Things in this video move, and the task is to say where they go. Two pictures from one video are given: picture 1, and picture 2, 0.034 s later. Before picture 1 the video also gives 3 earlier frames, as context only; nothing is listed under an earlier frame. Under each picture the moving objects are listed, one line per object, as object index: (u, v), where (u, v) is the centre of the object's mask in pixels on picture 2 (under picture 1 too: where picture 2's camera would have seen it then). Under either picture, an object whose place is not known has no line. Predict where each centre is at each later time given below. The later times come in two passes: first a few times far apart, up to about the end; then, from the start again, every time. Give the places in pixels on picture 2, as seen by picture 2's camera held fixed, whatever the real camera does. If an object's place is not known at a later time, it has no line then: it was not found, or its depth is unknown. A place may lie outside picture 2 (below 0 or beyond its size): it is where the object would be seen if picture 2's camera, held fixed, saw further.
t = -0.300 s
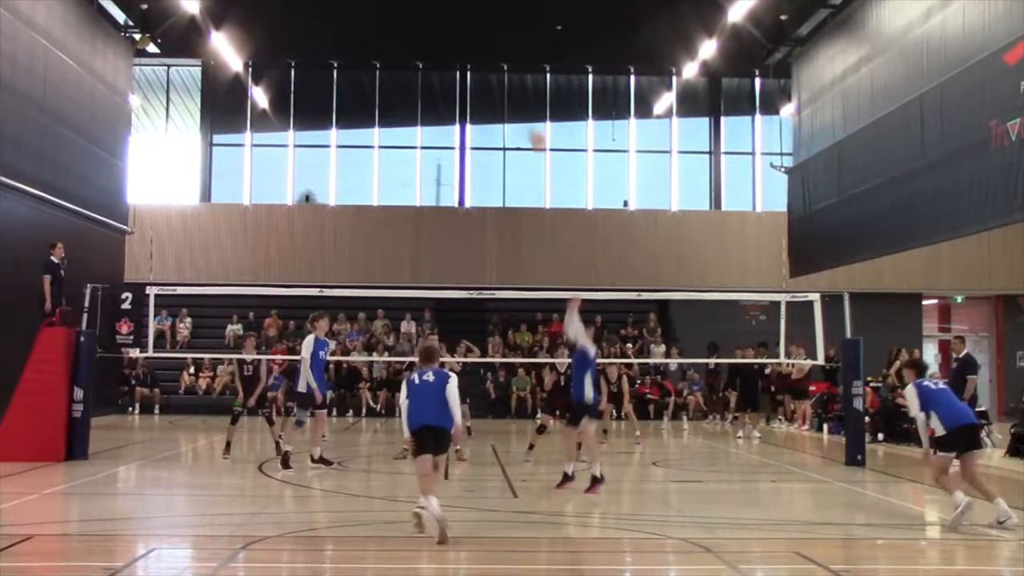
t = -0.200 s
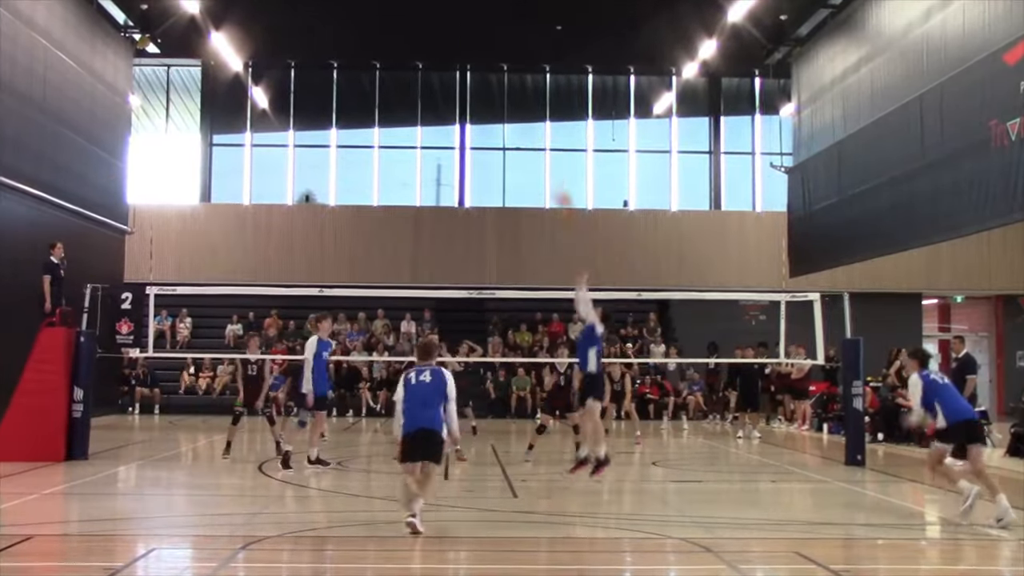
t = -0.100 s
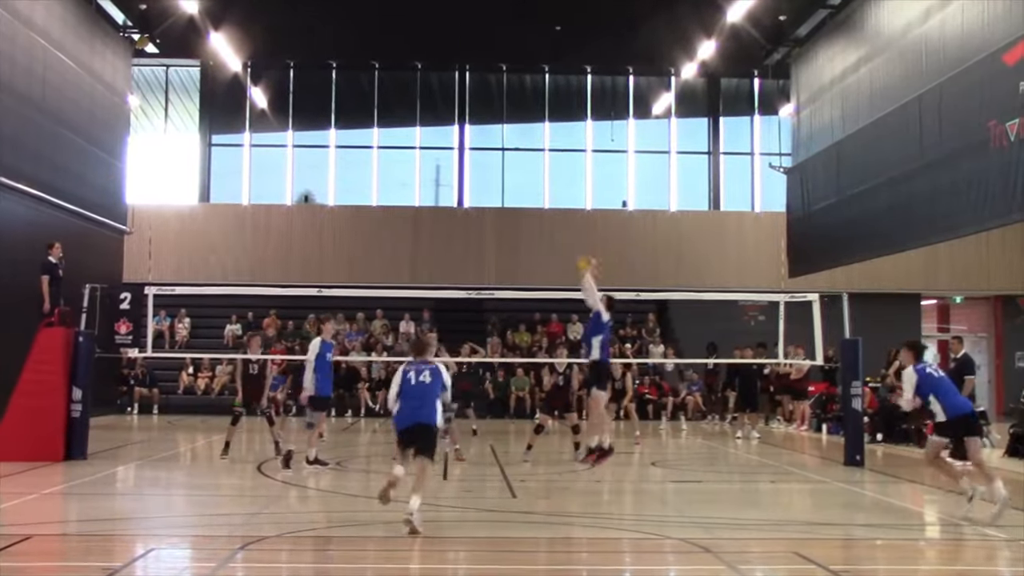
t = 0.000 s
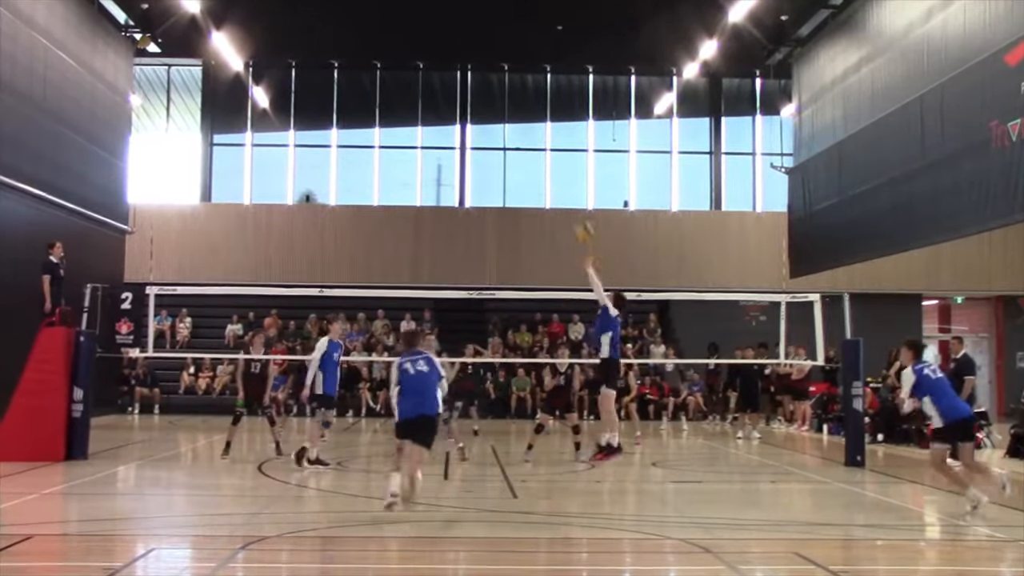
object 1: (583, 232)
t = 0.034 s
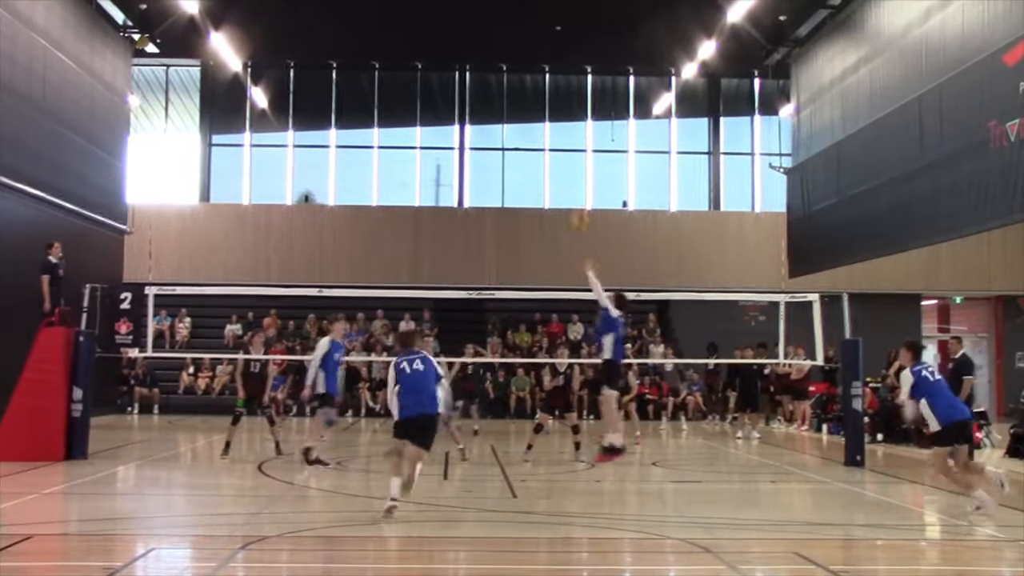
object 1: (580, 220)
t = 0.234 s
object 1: (563, 161)
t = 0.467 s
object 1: (541, 135)
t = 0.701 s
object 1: (521, 154)
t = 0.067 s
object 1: (578, 208)
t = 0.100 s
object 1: (575, 196)
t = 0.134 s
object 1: (571, 186)
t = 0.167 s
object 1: (569, 176)
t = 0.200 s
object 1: (565, 168)
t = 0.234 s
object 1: (563, 161)
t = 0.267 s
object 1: (560, 155)
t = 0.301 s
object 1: (557, 149)
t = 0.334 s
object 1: (554, 144)
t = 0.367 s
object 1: (551, 141)
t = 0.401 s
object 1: (548, 138)
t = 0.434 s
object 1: (545, 136)
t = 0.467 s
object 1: (541, 135)
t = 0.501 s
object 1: (538, 135)
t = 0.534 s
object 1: (535, 136)
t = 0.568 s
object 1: (533, 138)
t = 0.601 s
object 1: (529, 141)
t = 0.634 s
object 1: (527, 144)
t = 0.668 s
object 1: (523, 149)
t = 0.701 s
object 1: (521, 154)
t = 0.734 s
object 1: (518, 161)
